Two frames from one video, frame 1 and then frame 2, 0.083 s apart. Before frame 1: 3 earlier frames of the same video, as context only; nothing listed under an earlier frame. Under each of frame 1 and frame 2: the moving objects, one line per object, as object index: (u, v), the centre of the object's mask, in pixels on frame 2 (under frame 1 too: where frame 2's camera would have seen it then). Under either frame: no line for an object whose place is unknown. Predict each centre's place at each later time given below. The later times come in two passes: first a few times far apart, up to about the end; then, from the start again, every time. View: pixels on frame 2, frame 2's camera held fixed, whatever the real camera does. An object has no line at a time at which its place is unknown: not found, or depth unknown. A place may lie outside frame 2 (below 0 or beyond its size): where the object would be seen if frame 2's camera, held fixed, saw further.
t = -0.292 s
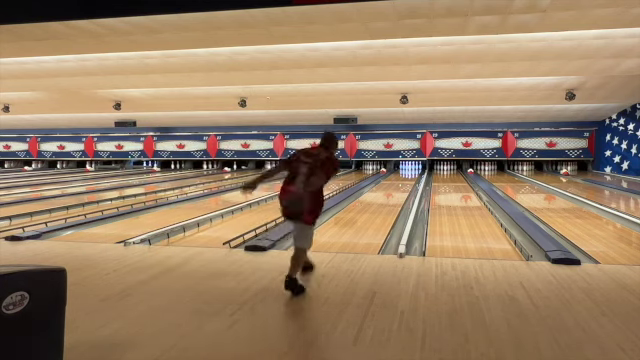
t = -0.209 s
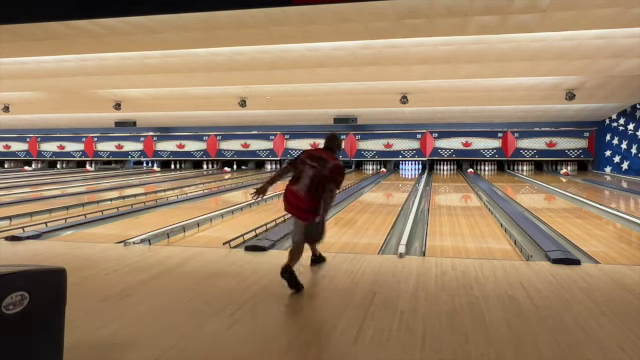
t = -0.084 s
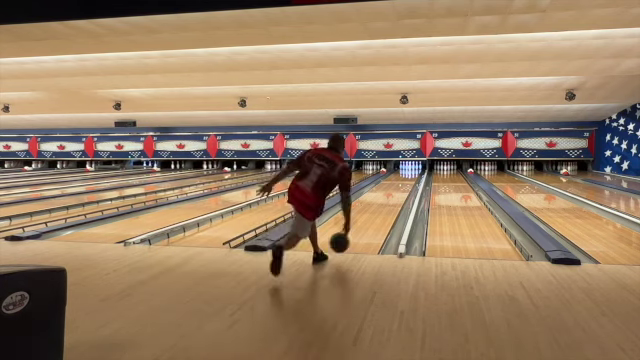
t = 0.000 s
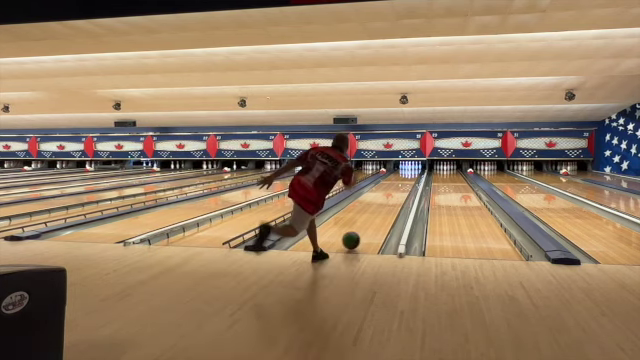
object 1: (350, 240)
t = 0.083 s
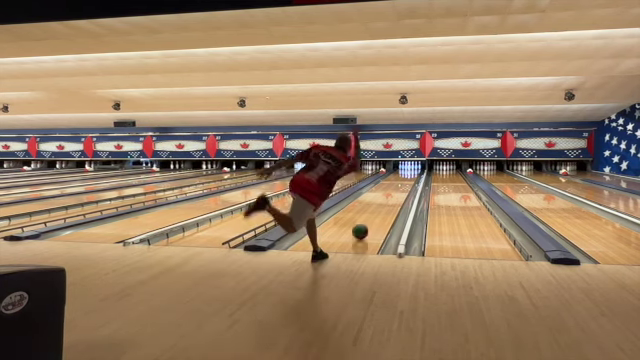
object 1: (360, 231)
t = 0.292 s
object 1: (377, 214)
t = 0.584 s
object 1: (392, 199)
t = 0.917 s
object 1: (402, 189)
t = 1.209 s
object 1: (408, 182)
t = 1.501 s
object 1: (412, 178)
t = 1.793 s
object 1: (415, 174)
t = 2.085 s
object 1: (415, 173)
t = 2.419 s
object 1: (415, 172)
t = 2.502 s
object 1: (415, 171)
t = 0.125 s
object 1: (364, 227)
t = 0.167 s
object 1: (367, 223)
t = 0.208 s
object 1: (371, 220)
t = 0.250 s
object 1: (374, 217)
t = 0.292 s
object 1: (377, 214)
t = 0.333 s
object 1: (379, 212)
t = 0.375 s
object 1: (382, 209)
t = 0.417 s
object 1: (384, 206)
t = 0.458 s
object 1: (386, 205)
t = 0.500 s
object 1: (388, 203)
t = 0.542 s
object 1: (390, 201)
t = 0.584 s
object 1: (392, 199)
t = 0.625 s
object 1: (393, 197)
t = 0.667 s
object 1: (395, 196)
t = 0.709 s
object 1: (396, 195)
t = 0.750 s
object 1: (398, 193)
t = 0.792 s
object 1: (399, 191)
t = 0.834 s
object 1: (400, 191)
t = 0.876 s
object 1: (401, 190)
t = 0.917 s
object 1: (402, 189)
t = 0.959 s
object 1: (403, 187)
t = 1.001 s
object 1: (404, 187)
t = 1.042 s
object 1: (405, 185)
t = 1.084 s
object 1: (406, 184)
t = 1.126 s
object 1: (407, 183)
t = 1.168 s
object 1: (407, 183)
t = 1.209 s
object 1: (408, 182)
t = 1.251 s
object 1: (409, 182)
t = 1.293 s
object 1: (409, 181)
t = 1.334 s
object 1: (410, 181)
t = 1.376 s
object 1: (411, 180)
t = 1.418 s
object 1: (411, 179)
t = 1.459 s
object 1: (411, 179)
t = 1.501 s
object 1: (412, 178)
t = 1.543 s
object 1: (412, 178)
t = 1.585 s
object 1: (413, 176)
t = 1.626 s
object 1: (413, 177)
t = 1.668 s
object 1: (414, 176)
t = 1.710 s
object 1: (414, 175)
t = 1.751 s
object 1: (414, 174)
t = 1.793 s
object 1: (415, 174)
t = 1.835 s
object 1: (415, 174)
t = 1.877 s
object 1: (415, 174)
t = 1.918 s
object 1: (415, 173)
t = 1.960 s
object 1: (415, 173)
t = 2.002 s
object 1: (415, 173)
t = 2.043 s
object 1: (415, 173)
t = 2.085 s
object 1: (415, 173)
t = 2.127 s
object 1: (415, 173)
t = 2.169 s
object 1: (415, 173)
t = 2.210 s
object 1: (416, 173)
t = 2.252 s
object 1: (415, 173)
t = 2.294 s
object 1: (415, 173)
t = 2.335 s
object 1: (415, 172)
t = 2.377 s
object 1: (415, 172)
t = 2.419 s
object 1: (415, 172)
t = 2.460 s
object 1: (415, 172)
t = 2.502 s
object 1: (415, 171)
